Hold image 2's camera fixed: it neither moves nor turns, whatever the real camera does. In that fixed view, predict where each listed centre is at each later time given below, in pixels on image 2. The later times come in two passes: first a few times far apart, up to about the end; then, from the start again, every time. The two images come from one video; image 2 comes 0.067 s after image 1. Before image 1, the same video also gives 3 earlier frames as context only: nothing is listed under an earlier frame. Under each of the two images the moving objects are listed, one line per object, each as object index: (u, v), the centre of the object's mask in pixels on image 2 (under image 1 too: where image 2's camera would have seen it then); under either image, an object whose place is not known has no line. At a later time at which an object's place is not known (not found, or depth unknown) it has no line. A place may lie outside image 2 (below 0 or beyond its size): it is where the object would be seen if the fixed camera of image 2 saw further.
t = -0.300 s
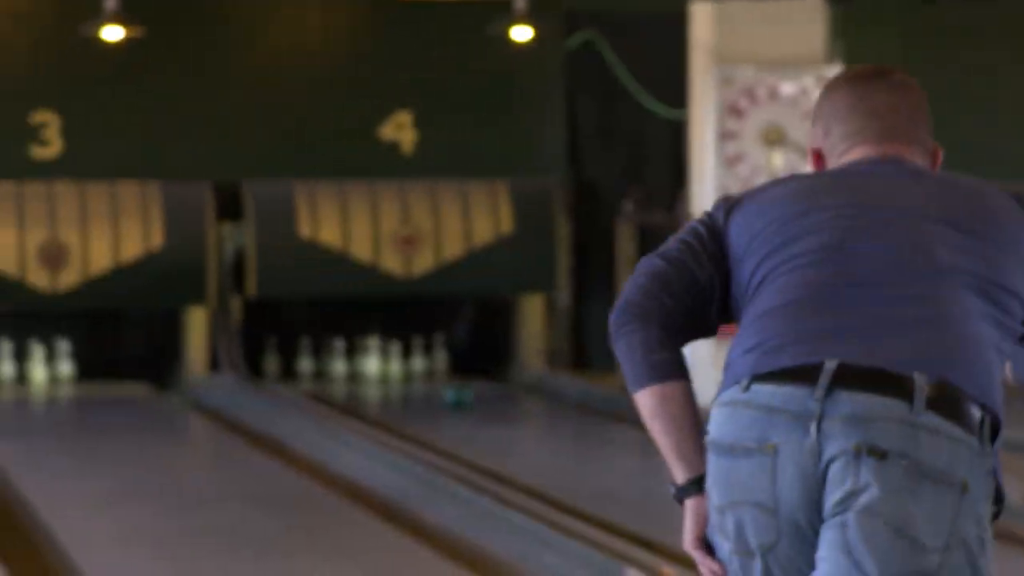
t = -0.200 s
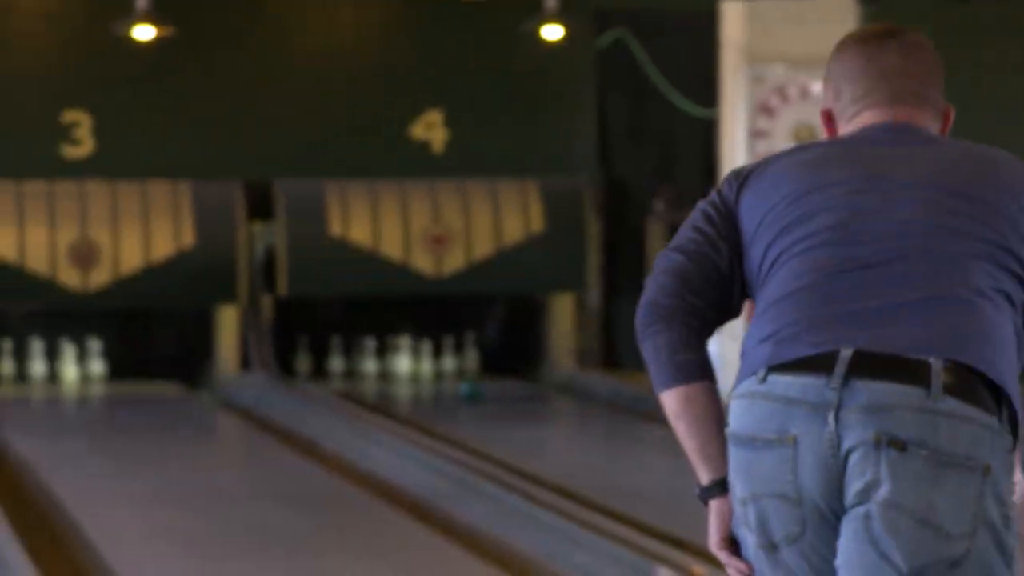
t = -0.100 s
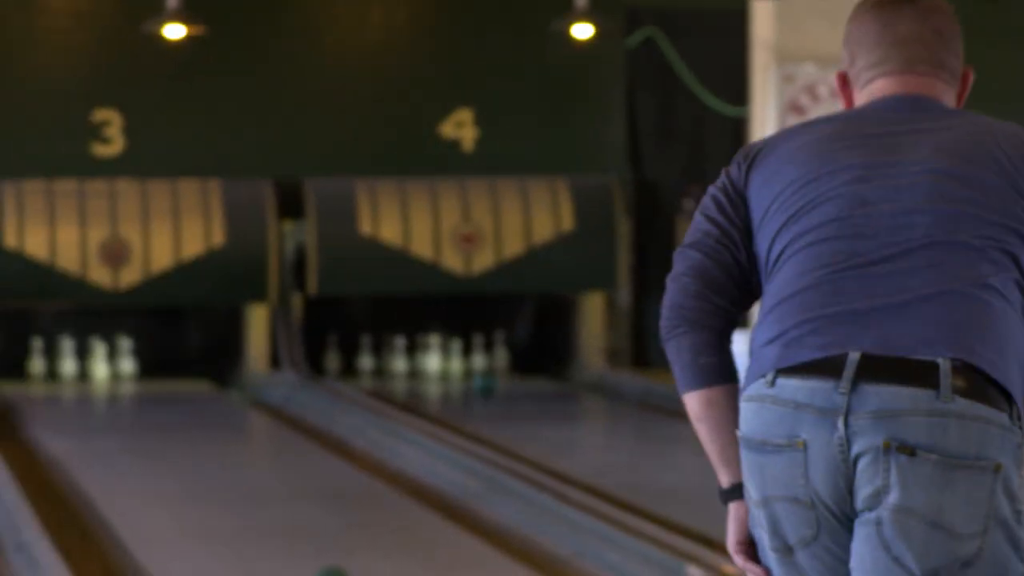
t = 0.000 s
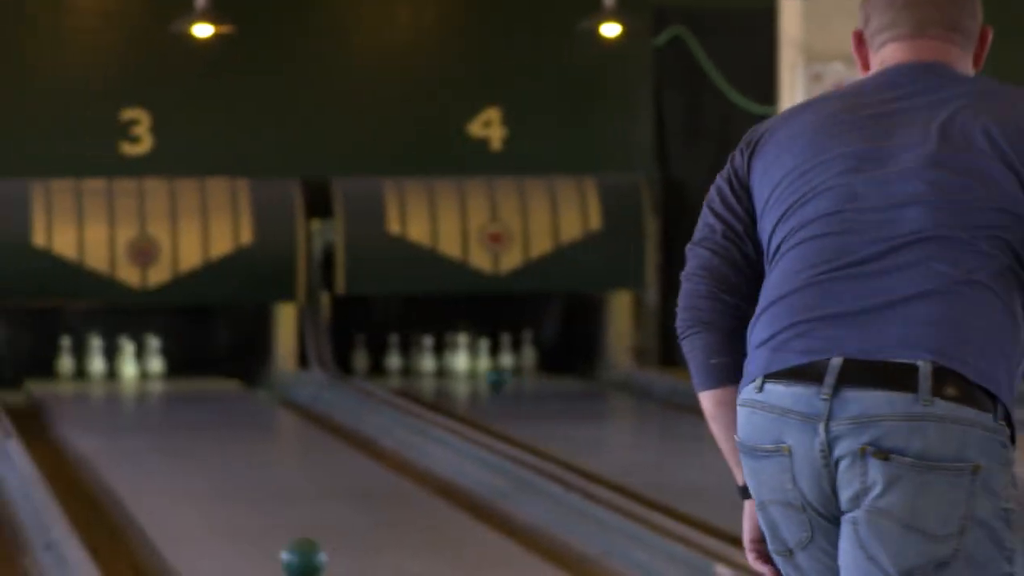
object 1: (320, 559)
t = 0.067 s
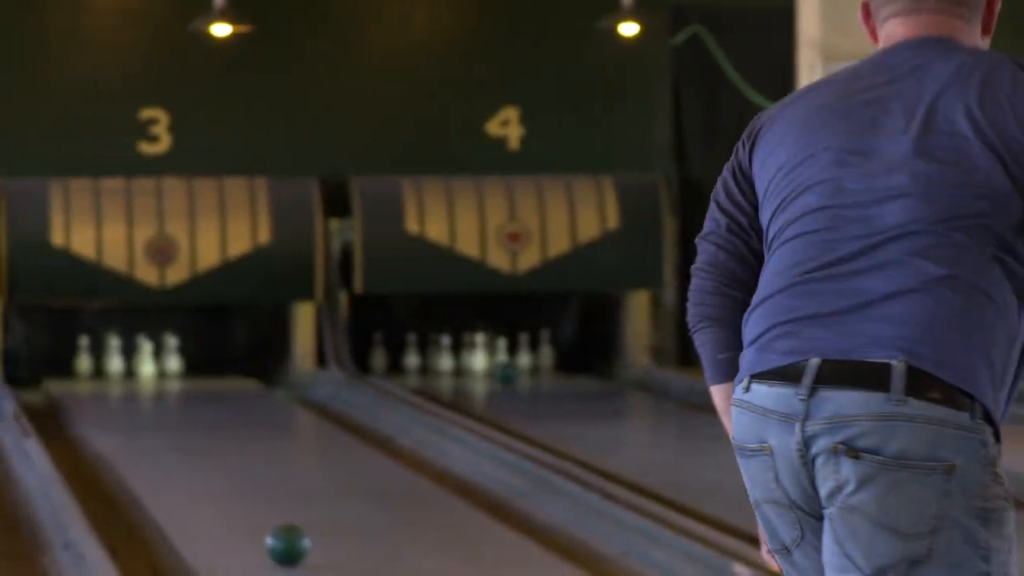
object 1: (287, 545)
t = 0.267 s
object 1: (202, 503)
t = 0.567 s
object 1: (98, 475)
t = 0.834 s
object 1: (62, 443)
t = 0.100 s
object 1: (272, 538)
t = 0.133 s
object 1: (258, 530)
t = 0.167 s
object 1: (242, 523)
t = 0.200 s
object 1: (229, 516)
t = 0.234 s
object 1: (215, 509)
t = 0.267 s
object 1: (202, 503)
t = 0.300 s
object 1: (189, 497)
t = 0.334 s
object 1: (176, 492)
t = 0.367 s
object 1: (165, 486)
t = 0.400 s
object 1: (153, 481)
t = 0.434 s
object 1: (141, 477)
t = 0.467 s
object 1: (130, 472)
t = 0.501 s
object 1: (119, 470)
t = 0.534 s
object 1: (108, 471)
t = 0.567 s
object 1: (98, 475)
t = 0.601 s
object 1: (83, 467)
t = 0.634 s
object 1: (71, 461)
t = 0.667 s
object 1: (67, 452)
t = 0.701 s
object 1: (65, 445)
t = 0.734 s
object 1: (64, 441)
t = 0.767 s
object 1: (63, 440)
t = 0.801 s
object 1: (62, 442)
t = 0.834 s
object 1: (62, 443)
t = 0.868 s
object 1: (65, 442)
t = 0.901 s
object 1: (66, 438)
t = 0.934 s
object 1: (67, 434)
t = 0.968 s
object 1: (67, 432)
